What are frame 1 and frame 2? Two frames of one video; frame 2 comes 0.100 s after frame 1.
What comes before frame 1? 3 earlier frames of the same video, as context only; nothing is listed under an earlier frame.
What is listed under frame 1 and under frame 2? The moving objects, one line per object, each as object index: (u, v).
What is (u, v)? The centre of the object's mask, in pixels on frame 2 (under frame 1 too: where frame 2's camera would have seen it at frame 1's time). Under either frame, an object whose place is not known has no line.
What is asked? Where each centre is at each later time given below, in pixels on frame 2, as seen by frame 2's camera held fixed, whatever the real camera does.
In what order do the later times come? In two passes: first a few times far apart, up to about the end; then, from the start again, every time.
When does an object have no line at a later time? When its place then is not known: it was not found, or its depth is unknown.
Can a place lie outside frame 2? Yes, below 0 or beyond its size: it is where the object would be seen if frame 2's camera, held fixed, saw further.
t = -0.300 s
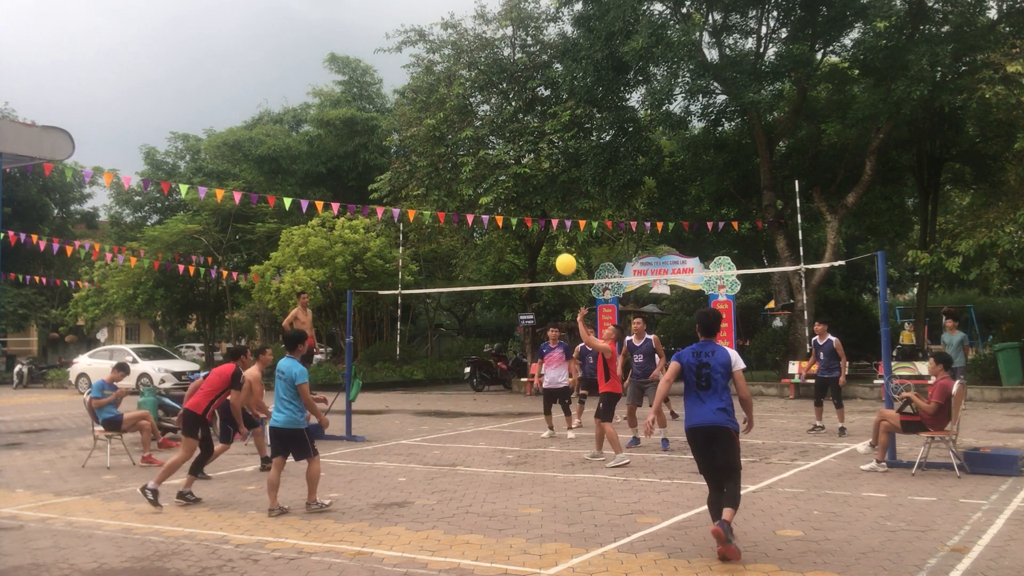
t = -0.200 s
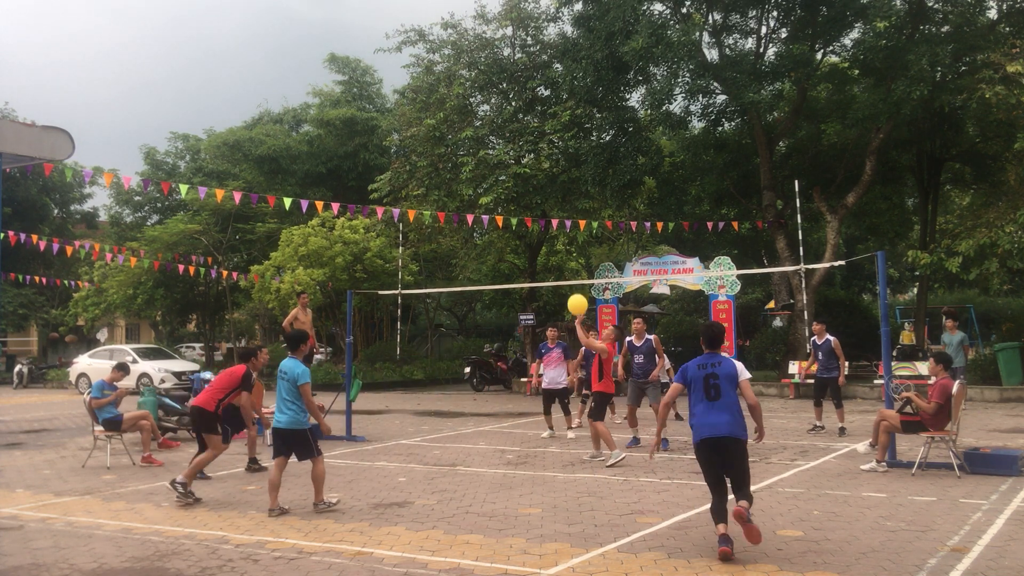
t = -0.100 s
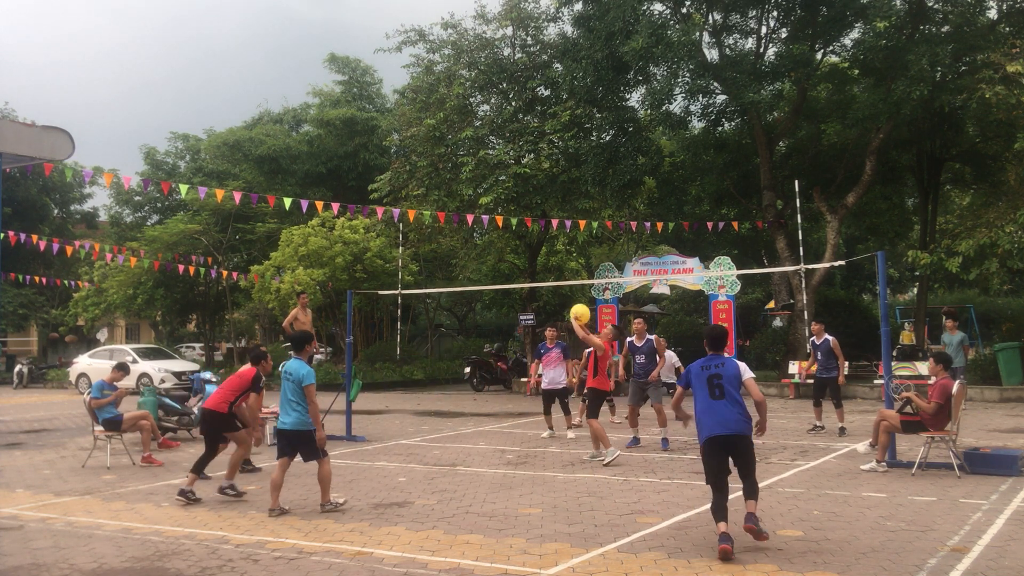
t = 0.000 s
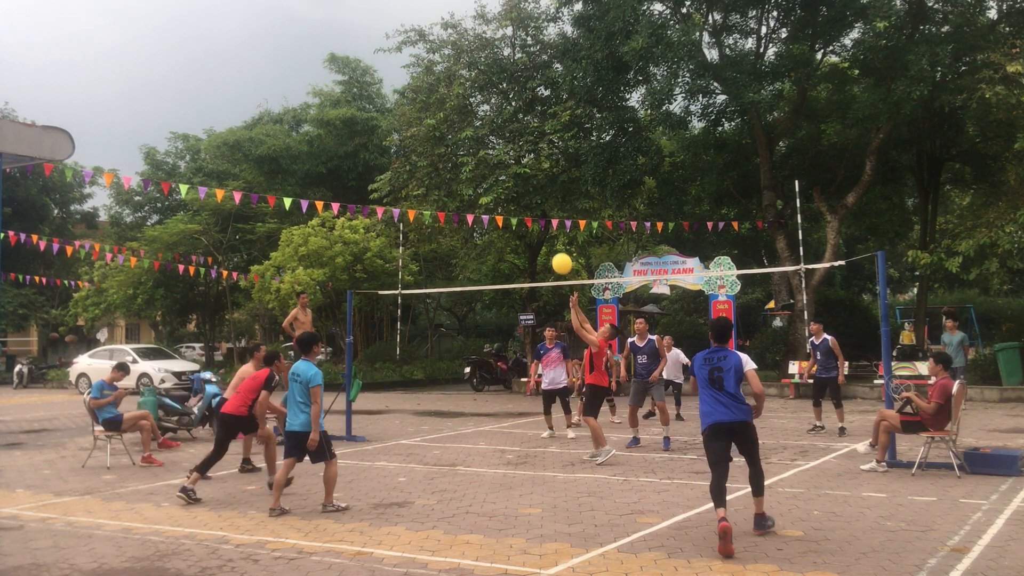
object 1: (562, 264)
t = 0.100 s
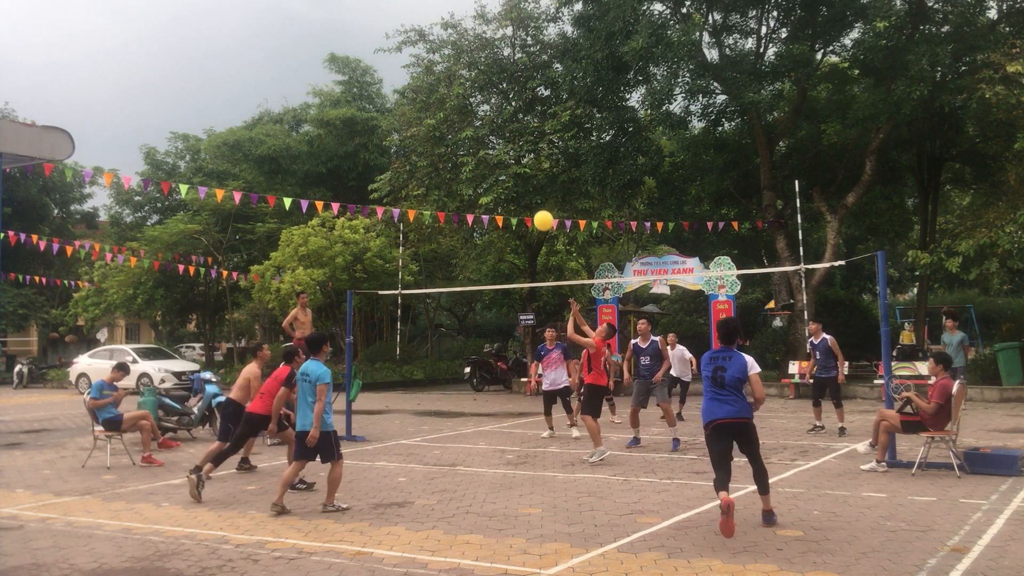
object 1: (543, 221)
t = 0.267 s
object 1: (517, 172)
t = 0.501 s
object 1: (484, 143)
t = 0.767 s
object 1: (451, 161)
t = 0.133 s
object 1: (538, 209)
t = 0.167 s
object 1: (532, 198)
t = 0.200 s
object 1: (527, 188)
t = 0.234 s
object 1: (522, 179)
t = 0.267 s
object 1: (517, 172)
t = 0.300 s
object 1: (512, 165)
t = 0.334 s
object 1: (507, 159)
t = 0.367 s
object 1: (502, 154)
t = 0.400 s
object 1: (497, 150)
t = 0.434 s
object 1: (493, 147)
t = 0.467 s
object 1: (488, 145)
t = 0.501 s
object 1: (484, 143)
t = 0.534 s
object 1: (479, 143)
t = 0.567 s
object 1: (475, 143)
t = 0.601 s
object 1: (471, 144)
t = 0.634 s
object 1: (467, 146)
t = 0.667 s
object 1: (463, 148)
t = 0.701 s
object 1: (459, 152)
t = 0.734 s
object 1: (455, 156)
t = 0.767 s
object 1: (451, 161)
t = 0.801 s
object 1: (447, 167)
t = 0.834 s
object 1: (444, 173)
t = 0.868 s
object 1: (440, 180)
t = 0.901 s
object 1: (437, 188)
